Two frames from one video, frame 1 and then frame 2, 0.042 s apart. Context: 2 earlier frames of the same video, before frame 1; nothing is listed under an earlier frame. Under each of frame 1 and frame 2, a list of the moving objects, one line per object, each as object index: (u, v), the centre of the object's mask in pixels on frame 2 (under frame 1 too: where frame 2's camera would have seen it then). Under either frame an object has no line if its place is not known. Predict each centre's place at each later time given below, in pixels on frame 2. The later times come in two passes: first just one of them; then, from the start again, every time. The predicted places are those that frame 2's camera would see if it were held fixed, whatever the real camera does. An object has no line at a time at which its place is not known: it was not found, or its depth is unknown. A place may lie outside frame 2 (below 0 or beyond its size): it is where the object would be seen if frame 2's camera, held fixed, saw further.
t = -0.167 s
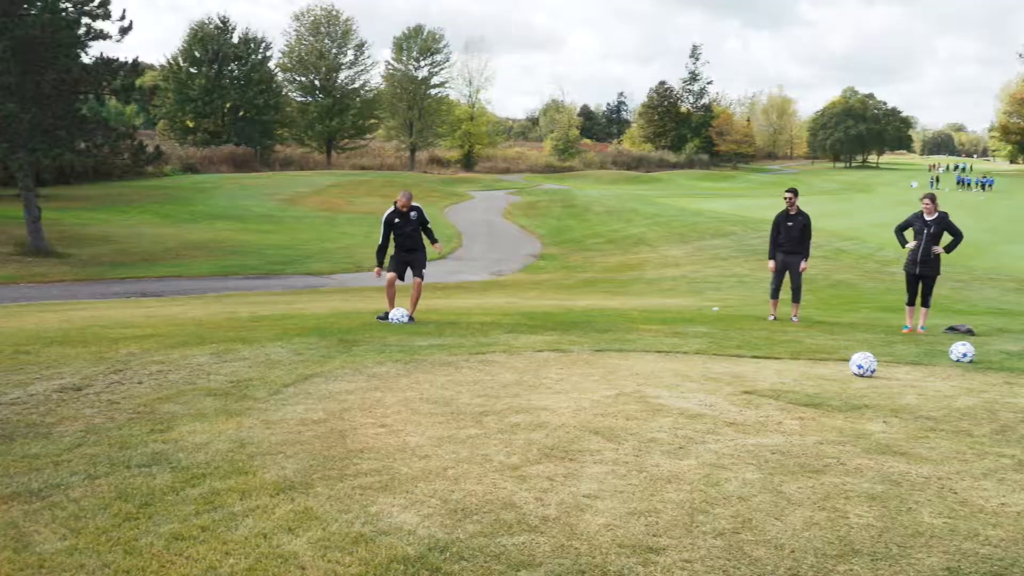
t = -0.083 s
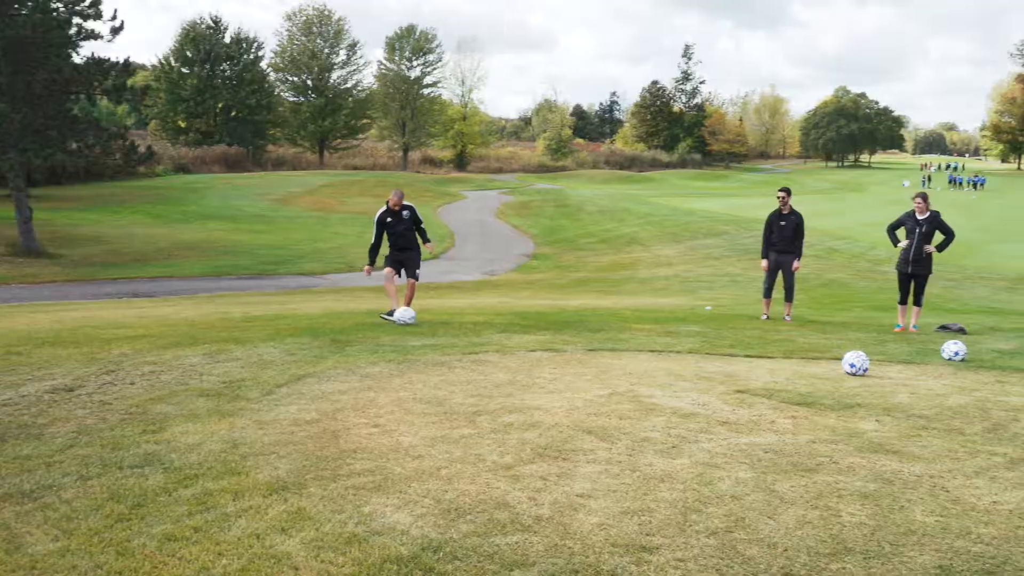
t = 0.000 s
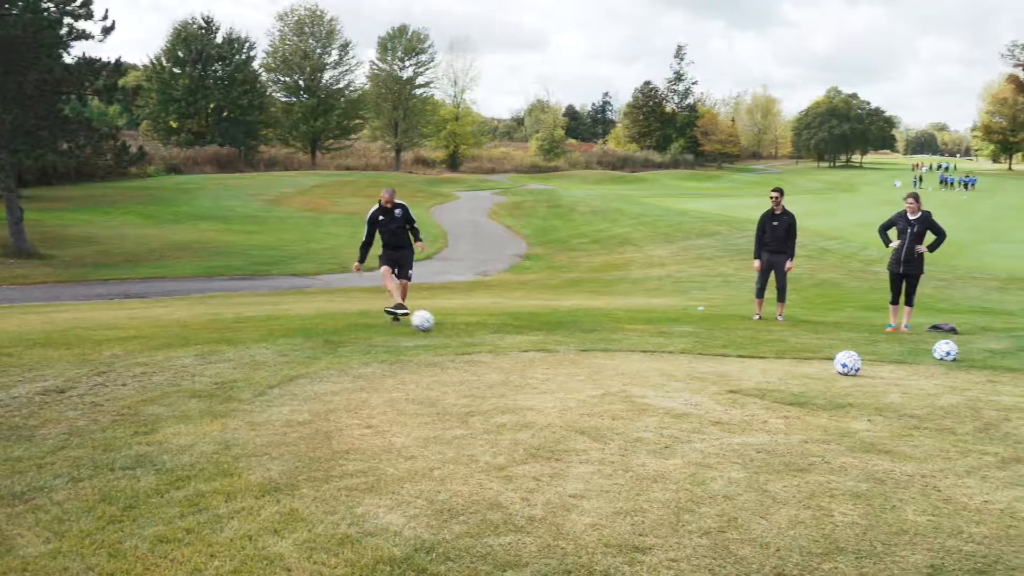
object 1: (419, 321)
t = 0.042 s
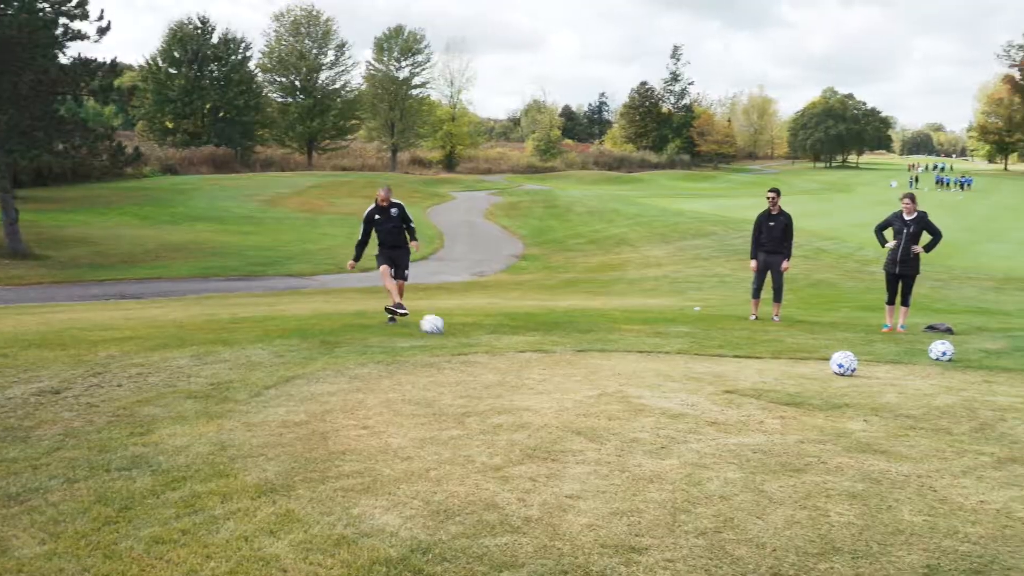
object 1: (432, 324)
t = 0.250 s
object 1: (494, 336)
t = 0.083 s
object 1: (445, 329)
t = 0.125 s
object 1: (458, 330)
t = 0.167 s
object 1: (470, 331)
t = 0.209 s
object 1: (482, 333)
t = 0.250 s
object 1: (494, 336)
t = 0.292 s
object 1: (506, 340)
